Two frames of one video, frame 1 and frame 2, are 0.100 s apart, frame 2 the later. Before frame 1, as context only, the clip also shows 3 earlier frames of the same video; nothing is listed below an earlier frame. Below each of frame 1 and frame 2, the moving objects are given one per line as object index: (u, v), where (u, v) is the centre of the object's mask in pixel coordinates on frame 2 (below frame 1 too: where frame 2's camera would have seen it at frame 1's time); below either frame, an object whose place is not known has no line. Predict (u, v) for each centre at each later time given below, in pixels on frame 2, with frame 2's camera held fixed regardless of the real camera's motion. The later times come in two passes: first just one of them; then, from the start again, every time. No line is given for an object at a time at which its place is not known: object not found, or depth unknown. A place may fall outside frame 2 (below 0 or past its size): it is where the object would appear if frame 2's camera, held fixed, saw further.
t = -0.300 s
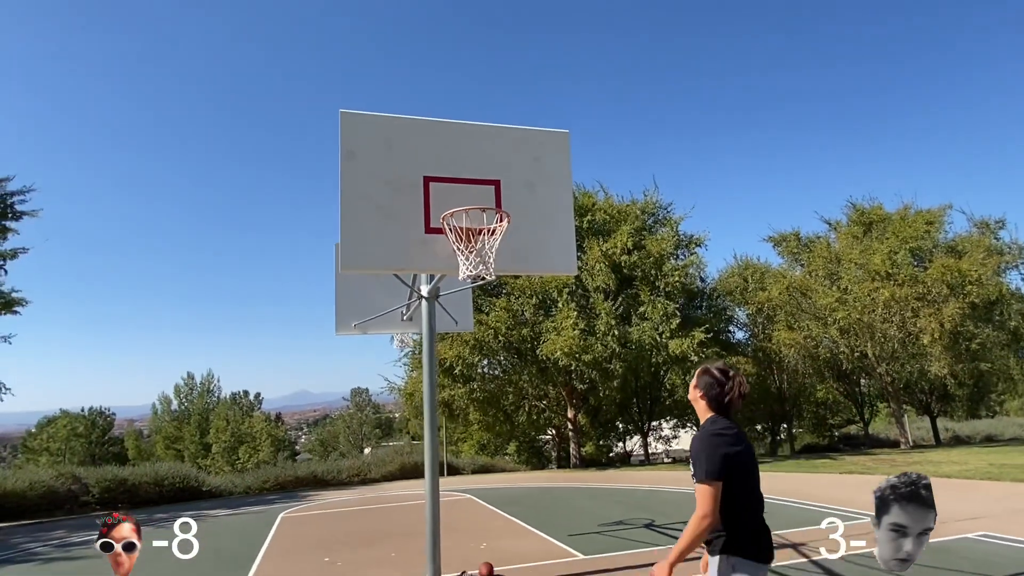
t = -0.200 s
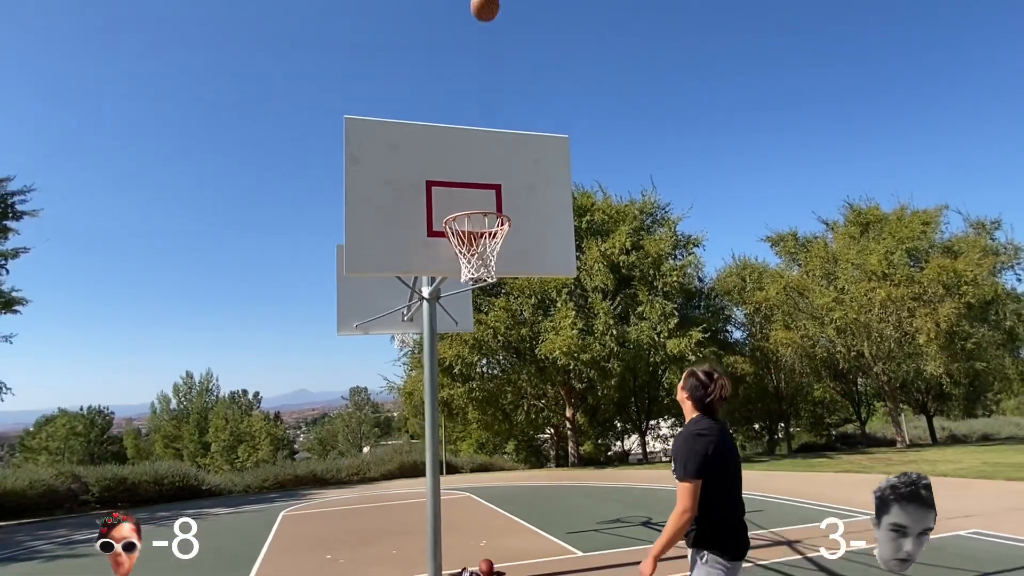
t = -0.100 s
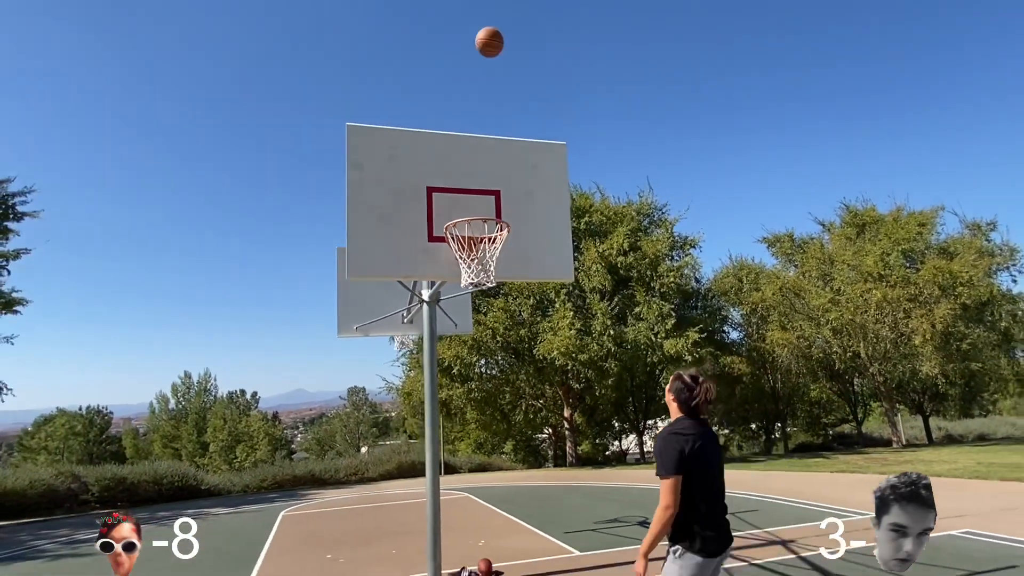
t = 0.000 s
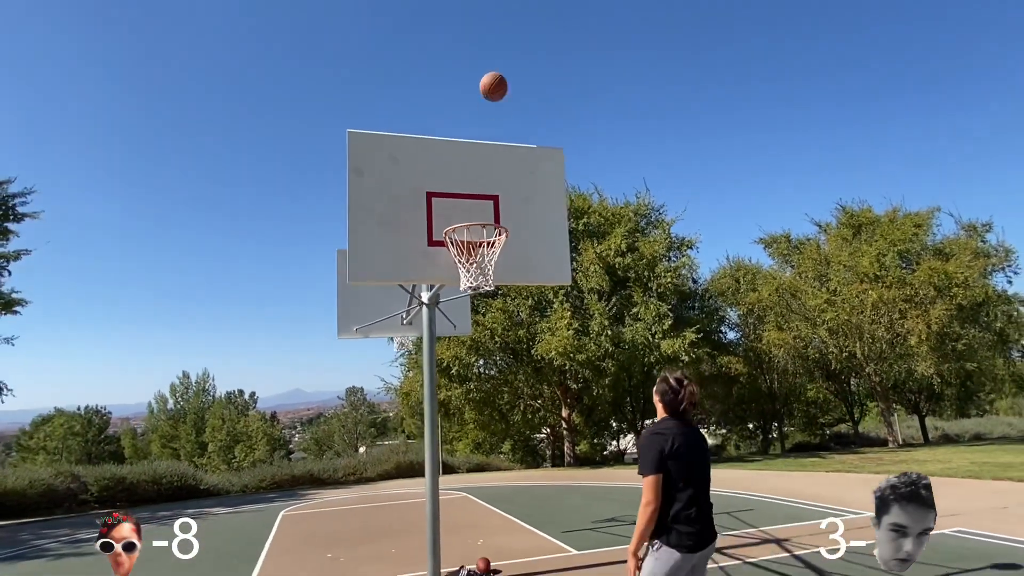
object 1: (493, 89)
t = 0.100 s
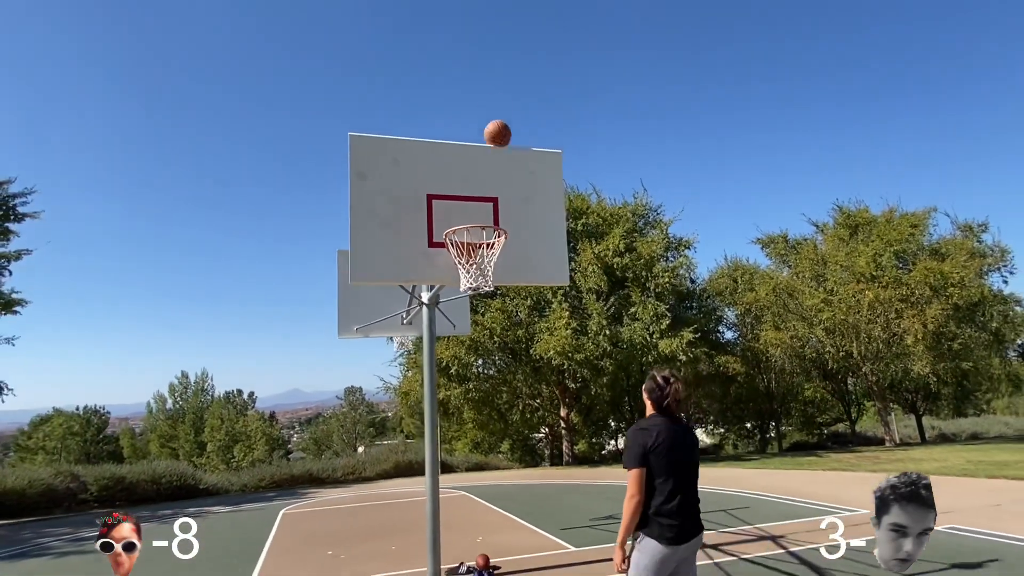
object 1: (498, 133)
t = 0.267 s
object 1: (492, 78)
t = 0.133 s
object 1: (496, 121)
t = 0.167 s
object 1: (495, 108)
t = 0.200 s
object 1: (494, 97)
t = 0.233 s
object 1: (493, 87)
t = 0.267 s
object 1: (492, 78)
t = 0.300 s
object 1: (491, 71)
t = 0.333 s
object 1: (490, 65)
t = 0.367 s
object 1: (489, 59)
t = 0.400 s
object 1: (488, 56)
